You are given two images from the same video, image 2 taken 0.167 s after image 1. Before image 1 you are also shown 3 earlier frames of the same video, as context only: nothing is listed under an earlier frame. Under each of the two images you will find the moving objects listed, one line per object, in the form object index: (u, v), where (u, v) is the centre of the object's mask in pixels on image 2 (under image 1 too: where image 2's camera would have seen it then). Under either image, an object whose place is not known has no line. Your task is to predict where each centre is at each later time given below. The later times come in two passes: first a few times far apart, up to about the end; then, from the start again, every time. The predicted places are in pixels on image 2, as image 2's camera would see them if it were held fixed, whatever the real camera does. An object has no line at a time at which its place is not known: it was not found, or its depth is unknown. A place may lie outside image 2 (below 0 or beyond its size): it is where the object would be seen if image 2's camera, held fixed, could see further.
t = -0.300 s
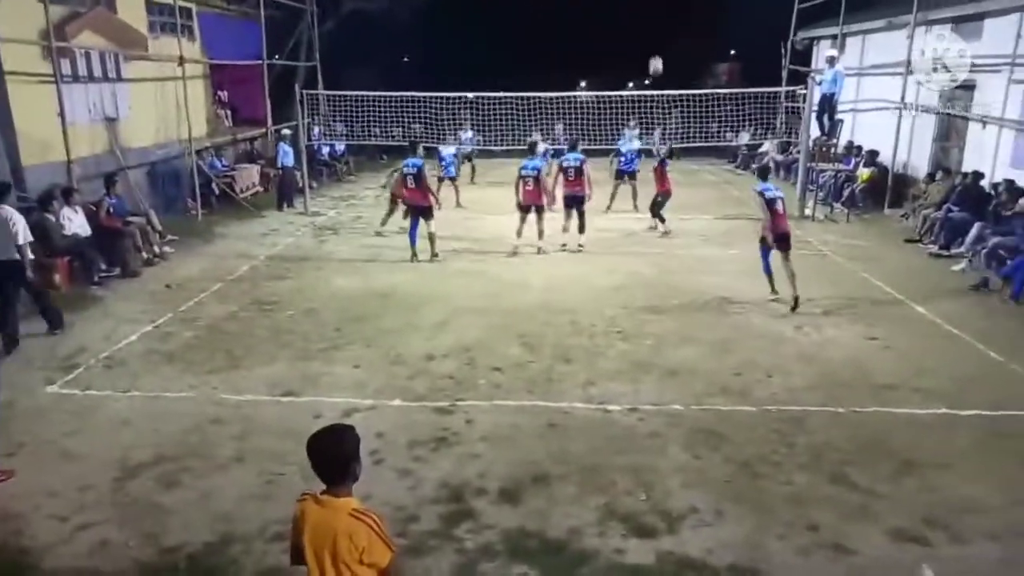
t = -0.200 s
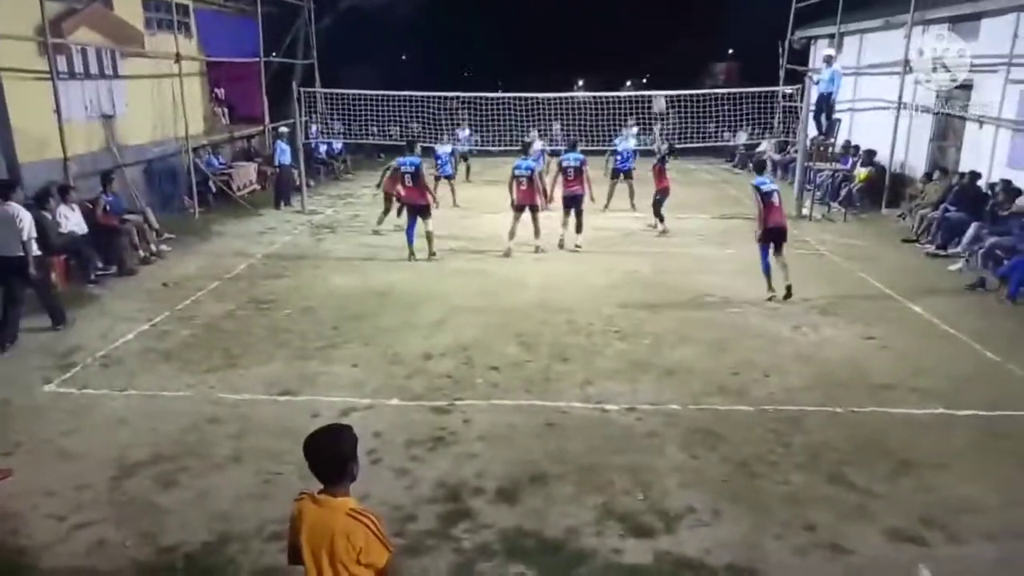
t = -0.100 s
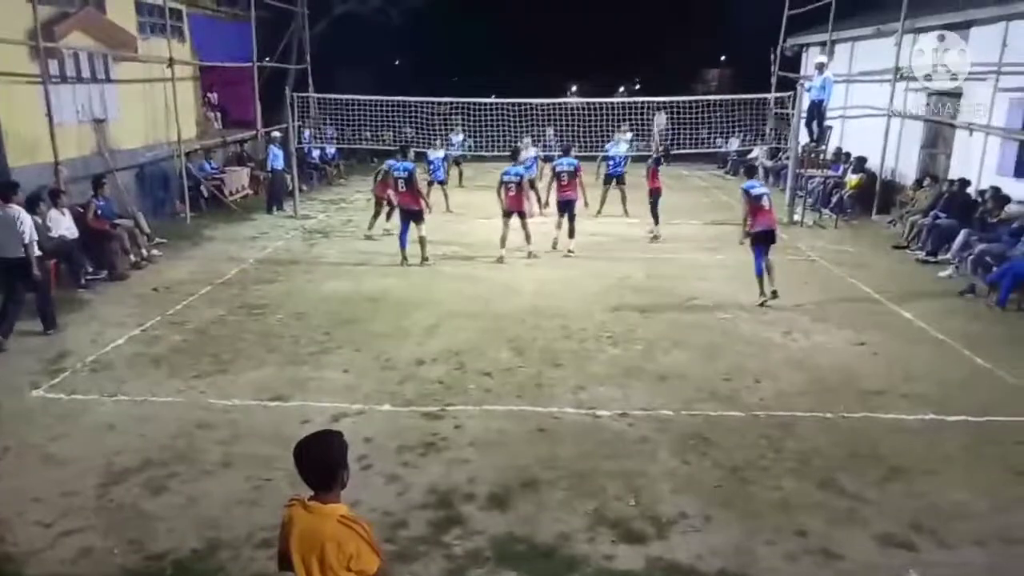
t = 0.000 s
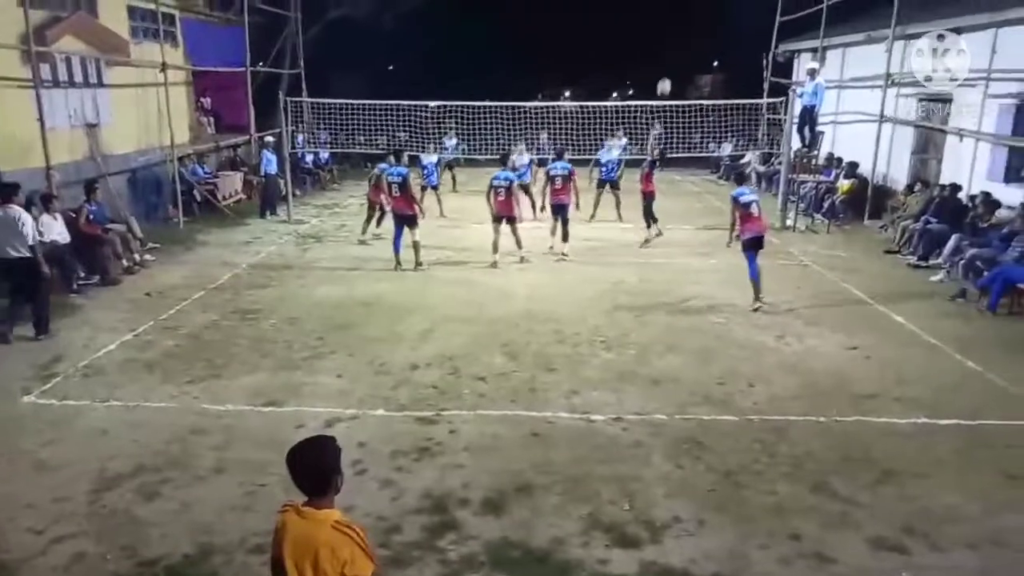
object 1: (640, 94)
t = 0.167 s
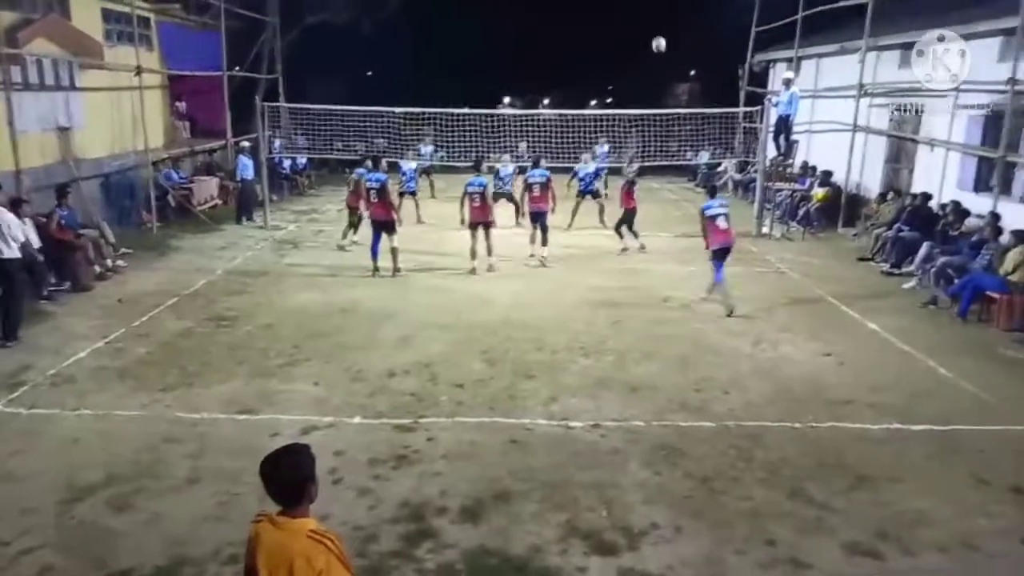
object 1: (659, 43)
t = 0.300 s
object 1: (672, 15)
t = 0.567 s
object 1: (696, -8)
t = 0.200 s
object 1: (662, 35)
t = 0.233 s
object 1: (665, 28)
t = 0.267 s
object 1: (668, 21)
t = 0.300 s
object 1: (672, 15)
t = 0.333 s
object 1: (675, 10)
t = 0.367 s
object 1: (678, 4)
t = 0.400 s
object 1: (681, 0)
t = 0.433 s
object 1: (684, -2)
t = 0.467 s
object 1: (687, -5)
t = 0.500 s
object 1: (690, -7)
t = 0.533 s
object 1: (693, -8)
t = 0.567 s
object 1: (696, -8)
